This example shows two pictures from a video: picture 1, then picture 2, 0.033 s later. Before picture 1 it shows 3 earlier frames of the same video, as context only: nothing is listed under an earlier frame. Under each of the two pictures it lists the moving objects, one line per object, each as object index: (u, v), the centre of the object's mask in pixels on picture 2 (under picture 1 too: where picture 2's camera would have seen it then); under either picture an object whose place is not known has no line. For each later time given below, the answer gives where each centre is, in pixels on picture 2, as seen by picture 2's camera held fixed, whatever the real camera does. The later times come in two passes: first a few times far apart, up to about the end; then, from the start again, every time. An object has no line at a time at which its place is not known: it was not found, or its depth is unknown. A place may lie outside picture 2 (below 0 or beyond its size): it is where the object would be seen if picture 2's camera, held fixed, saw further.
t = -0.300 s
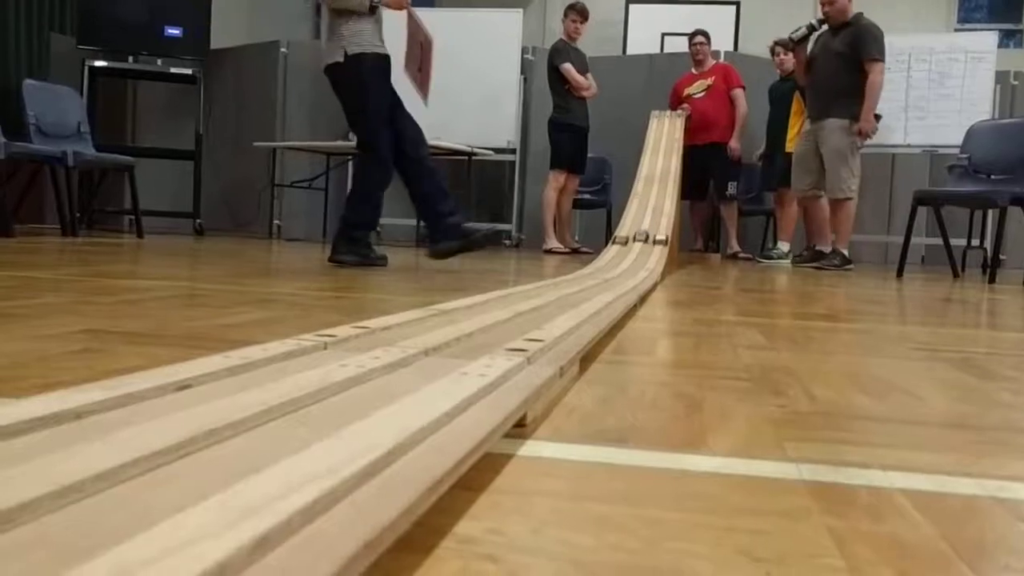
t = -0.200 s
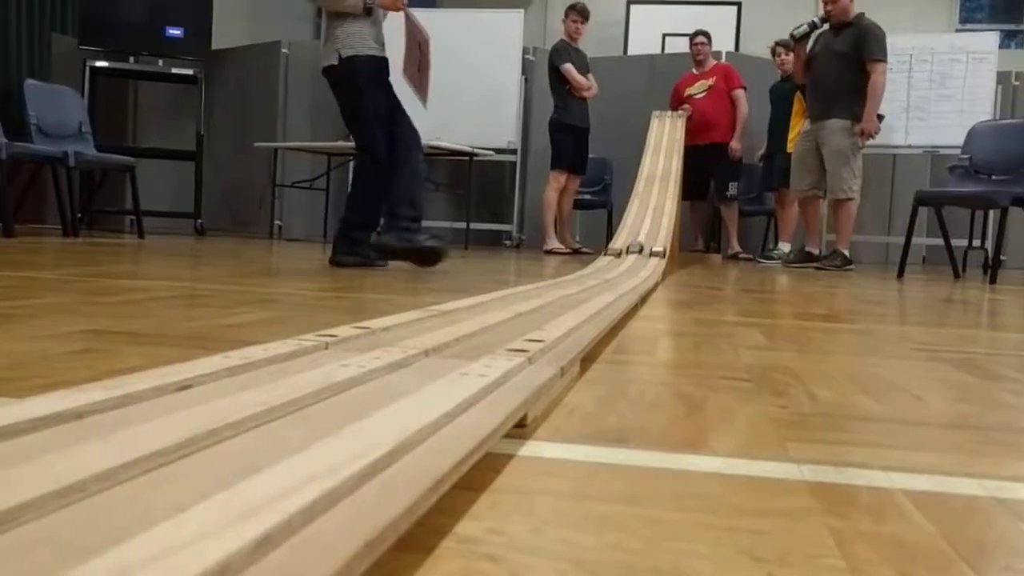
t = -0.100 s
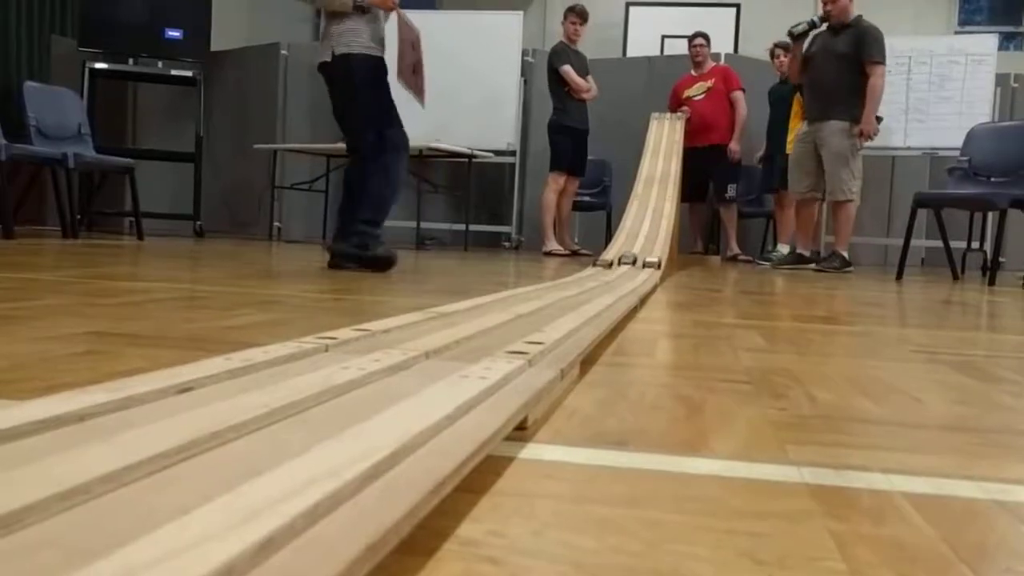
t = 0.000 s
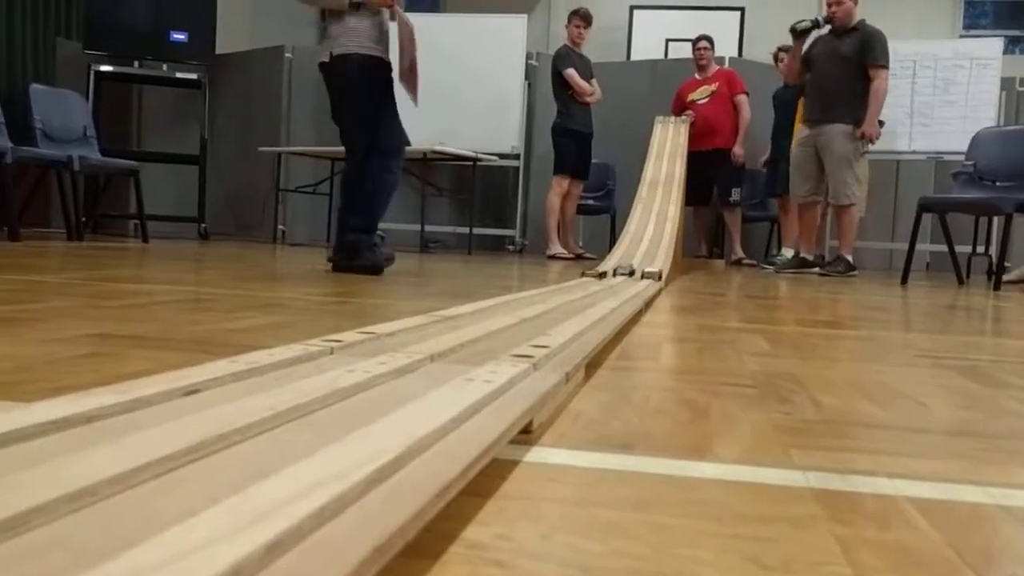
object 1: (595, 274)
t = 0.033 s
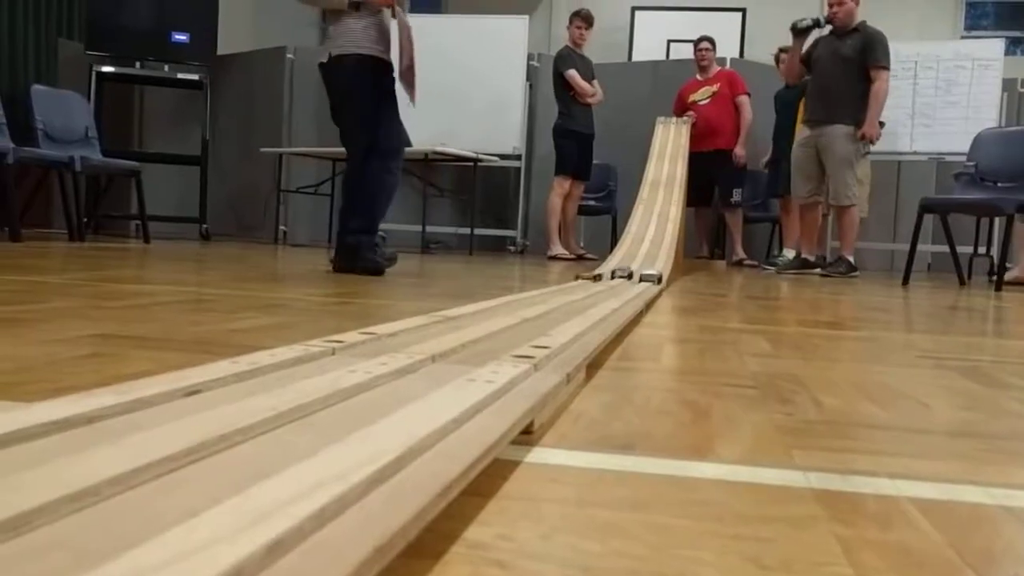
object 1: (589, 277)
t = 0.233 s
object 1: (546, 285)
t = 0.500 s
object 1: (410, 313)
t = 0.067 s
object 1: (581, 277)
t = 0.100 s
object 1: (575, 279)
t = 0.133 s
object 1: (570, 280)
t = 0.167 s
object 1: (563, 282)
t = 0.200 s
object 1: (555, 283)
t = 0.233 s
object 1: (546, 285)
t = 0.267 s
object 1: (536, 286)
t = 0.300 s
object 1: (525, 288)
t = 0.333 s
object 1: (513, 291)
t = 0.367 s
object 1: (497, 295)
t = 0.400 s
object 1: (480, 298)
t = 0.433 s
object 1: (460, 303)
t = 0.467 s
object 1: (435, 307)
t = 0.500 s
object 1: (410, 313)
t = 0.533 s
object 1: (373, 320)
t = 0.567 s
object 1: (331, 329)
